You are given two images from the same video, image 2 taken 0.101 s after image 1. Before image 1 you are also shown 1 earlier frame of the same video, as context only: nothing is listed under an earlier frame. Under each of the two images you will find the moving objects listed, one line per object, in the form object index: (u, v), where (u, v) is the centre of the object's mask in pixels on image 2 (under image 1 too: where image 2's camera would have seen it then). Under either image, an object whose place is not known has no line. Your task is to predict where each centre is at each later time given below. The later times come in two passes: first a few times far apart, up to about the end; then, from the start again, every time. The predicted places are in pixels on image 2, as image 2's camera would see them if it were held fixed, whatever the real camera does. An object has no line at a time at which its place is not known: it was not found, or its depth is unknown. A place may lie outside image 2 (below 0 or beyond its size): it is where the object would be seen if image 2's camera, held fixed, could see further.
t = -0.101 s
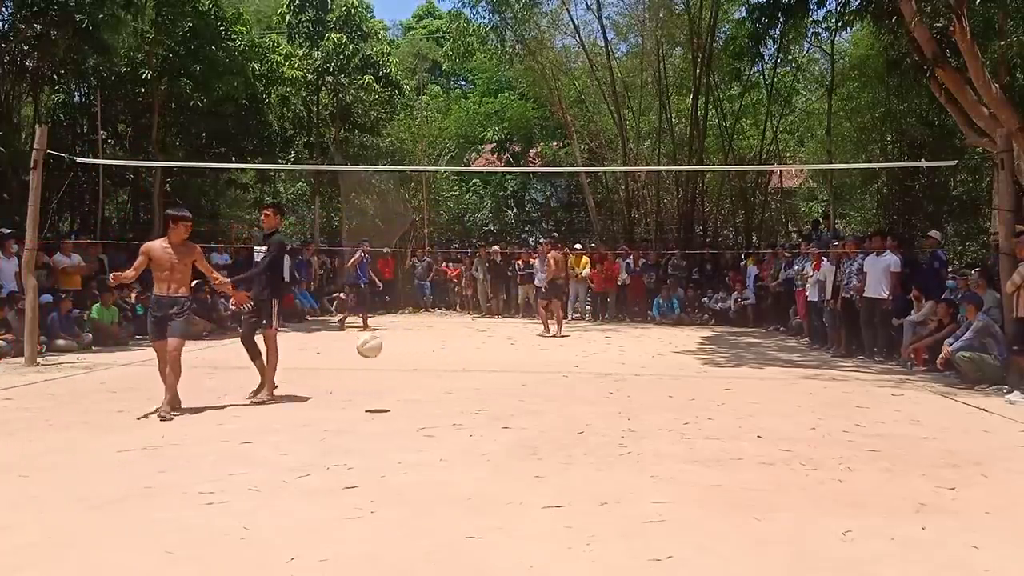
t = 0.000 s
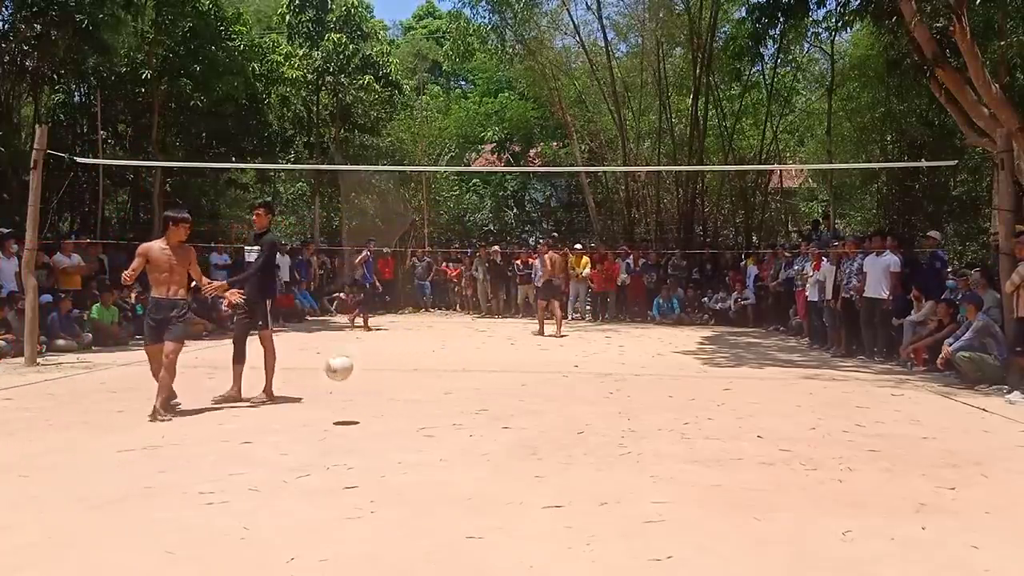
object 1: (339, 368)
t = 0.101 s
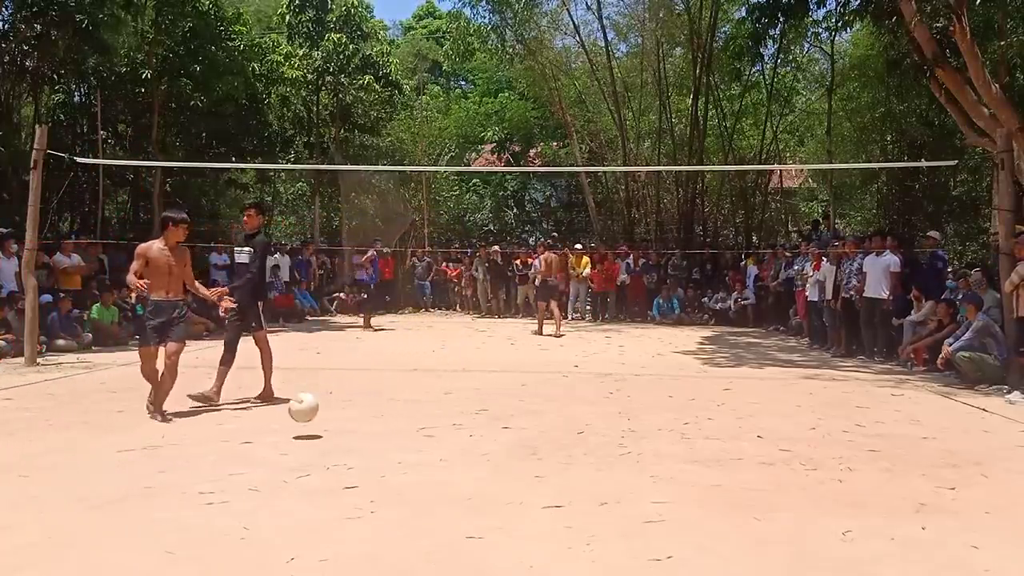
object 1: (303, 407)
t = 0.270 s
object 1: (233, 409)
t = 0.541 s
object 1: (63, 457)
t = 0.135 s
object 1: (290, 426)
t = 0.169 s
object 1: (277, 425)
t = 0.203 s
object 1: (264, 419)
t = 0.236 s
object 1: (249, 413)
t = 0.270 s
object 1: (233, 409)
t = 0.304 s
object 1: (217, 407)
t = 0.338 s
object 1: (200, 406)
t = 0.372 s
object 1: (180, 407)
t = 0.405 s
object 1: (160, 412)
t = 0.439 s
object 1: (138, 418)
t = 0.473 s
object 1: (115, 428)
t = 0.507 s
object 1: (89, 440)
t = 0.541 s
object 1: (63, 457)
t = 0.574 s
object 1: (33, 476)
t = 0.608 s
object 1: (13, 499)
